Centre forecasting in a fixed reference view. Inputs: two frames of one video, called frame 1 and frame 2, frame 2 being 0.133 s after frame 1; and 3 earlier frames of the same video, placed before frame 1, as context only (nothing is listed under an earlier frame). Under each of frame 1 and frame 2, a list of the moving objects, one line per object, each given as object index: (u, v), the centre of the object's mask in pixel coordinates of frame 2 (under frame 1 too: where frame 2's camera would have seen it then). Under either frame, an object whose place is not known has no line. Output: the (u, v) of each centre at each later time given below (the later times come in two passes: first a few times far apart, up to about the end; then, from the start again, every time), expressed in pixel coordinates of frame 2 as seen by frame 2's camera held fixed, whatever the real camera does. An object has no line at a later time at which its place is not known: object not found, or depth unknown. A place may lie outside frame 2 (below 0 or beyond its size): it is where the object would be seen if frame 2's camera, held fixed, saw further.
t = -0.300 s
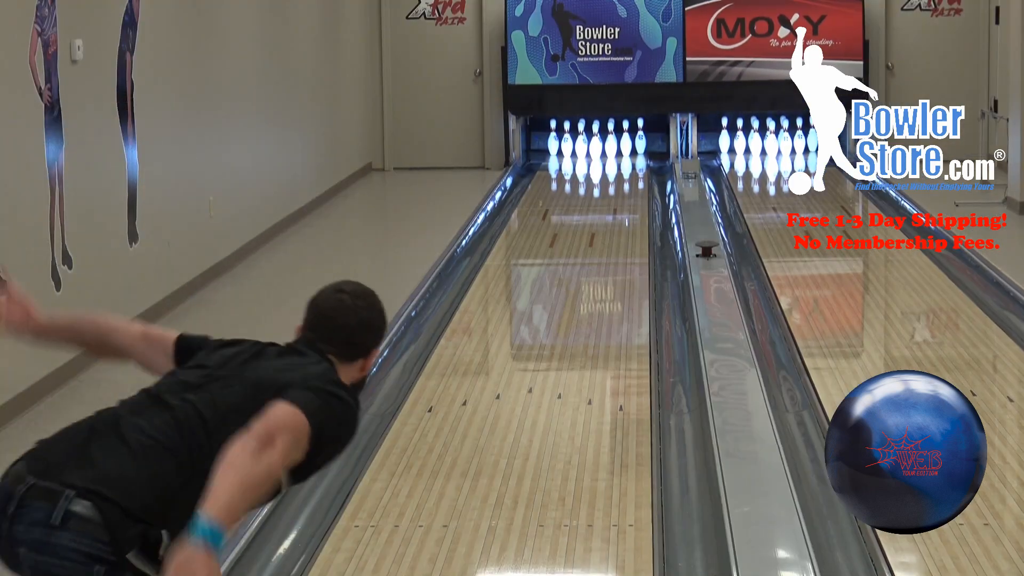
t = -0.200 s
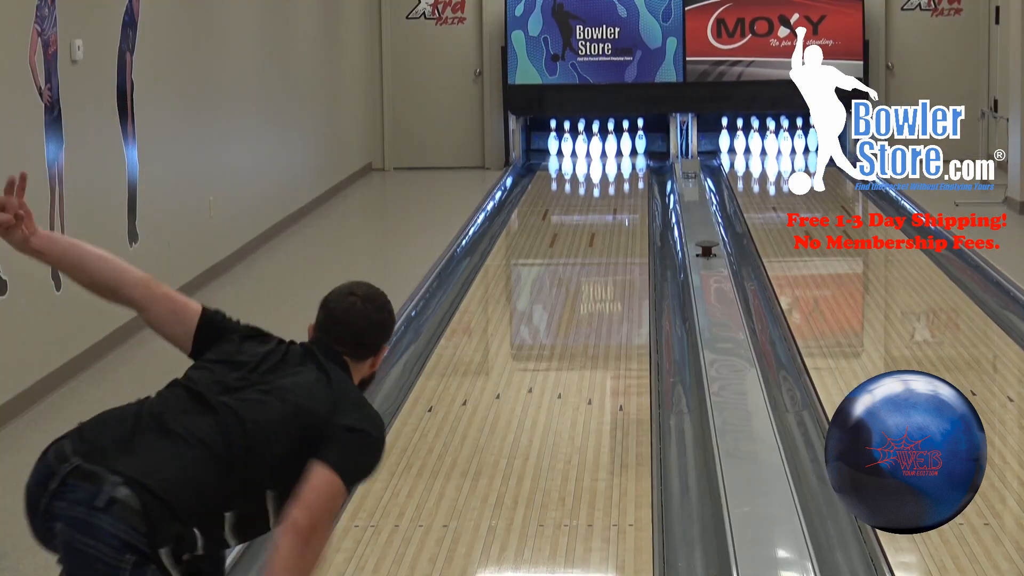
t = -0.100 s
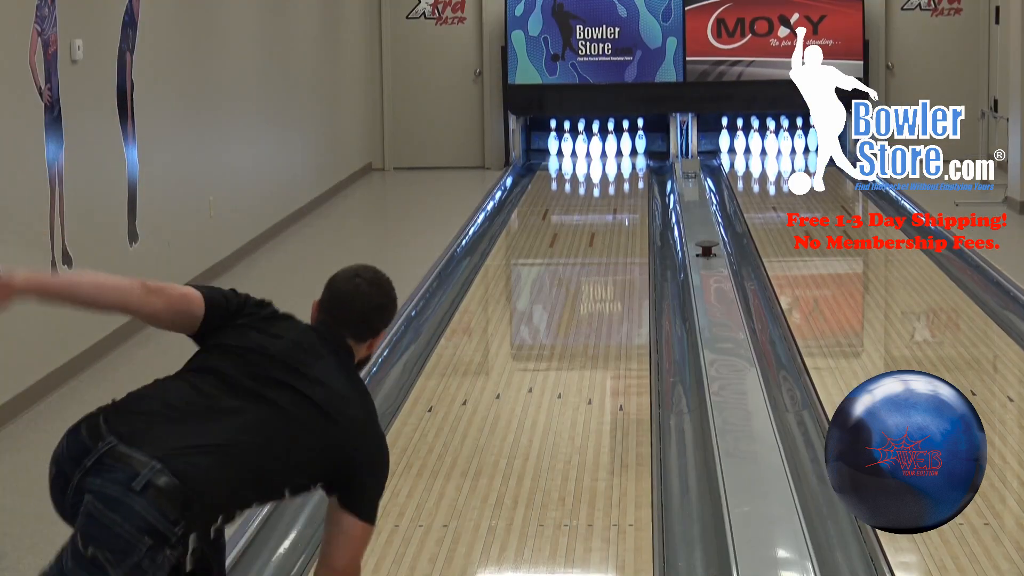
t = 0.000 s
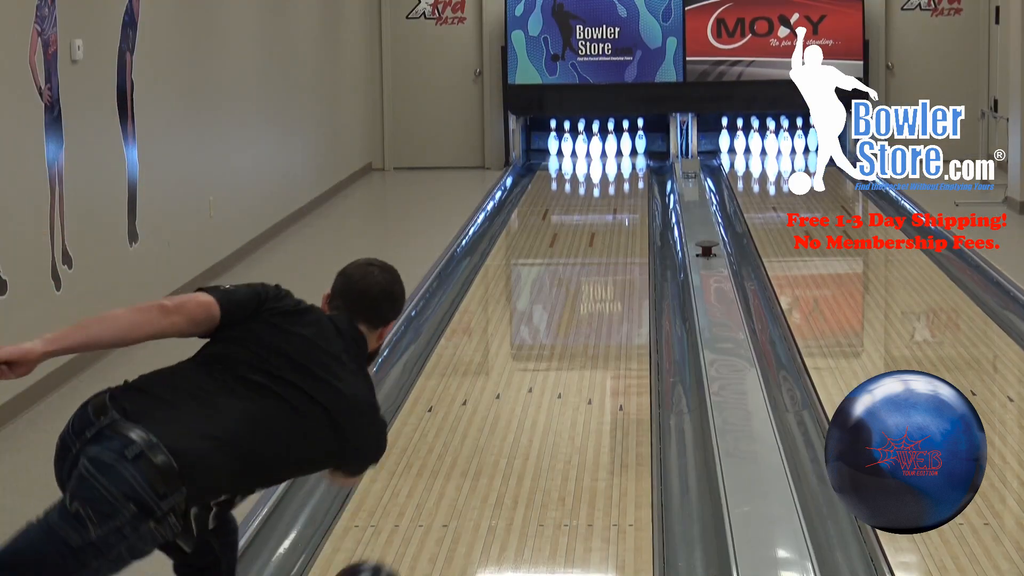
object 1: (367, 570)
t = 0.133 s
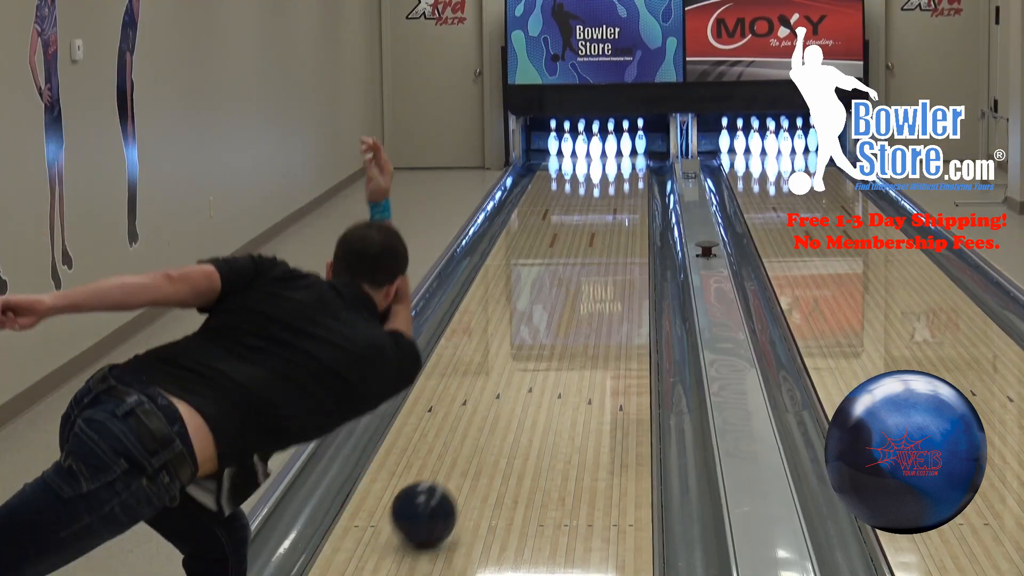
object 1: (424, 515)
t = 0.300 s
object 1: (476, 436)
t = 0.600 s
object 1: (537, 341)
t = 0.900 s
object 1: (575, 279)
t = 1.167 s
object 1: (598, 239)
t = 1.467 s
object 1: (614, 206)
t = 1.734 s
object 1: (623, 183)
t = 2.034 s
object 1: (619, 163)
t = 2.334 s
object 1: (607, 149)
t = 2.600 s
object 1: (617, 143)
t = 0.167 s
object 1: (436, 497)
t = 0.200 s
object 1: (447, 480)
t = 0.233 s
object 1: (457, 464)
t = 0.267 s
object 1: (467, 449)
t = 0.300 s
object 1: (476, 436)
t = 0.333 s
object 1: (484, 422)
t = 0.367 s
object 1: (493, 410)
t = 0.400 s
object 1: (500, 399)
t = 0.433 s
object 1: (507, 387)
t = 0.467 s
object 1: (514, 377)
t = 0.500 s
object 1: (520, 367)
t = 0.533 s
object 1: (526, 358)
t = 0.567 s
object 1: (532, 349)
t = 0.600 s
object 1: (537, 341)
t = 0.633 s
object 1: (542, 333)
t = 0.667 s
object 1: (547, 325)
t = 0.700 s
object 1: (552, 317)
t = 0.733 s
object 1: (556, 310)
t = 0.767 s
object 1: (561, 303)
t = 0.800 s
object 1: (564, 297)
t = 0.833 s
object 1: (568, 290)
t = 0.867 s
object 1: (572, 284)
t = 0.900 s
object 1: (575, 279)
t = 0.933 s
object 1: (579, 273)
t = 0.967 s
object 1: (582, 268)
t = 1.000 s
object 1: (585, 263)
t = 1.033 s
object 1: (588, 257)
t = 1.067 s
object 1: (590, 252)
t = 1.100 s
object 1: (593, 248)
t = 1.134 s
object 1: (596, 243)
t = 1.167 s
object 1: (598, 239)
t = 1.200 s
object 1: (600, 235)
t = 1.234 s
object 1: (602, 231)
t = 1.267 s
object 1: (604, 227)
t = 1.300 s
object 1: (606, 223)
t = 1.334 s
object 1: (608, 220)
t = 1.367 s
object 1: (610, 216)
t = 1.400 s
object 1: (611, 213)
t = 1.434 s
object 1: (613, 209)
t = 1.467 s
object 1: (614, 206)
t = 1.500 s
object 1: (616, 203)
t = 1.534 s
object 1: (617, 200)
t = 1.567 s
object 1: (618, 197)
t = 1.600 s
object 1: (620, 194)
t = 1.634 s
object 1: (621, 191)
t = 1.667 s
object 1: (621, 188)
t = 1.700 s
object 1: (622, 186)
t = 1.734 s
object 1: (623, 183)
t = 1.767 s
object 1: (623, 181)
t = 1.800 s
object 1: (623, 179)
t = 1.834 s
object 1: (623, 176)
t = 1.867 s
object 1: (623, 174)
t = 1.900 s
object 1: (623, 172)
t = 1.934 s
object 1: (622, 169)
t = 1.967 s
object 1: (621, 167)
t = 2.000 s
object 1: (620, 166)
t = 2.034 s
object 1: (619, 163)
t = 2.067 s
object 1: (618, 161)
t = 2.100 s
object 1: (616, 160)
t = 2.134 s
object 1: (614, 158)
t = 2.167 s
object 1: (613, 156)
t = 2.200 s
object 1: (611, 154)
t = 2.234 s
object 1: (609, 153)
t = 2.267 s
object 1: (607, 151)
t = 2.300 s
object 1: (606, 151)
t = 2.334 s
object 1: (607, 149)
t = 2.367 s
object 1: (607, 148)
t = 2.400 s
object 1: (607, 147)
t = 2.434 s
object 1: (608, 147)
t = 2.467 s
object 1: (610, 145)
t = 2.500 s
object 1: (612, 145)
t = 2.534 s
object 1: (614, 144)
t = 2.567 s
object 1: (615, 144)
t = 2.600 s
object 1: (617, 143)
